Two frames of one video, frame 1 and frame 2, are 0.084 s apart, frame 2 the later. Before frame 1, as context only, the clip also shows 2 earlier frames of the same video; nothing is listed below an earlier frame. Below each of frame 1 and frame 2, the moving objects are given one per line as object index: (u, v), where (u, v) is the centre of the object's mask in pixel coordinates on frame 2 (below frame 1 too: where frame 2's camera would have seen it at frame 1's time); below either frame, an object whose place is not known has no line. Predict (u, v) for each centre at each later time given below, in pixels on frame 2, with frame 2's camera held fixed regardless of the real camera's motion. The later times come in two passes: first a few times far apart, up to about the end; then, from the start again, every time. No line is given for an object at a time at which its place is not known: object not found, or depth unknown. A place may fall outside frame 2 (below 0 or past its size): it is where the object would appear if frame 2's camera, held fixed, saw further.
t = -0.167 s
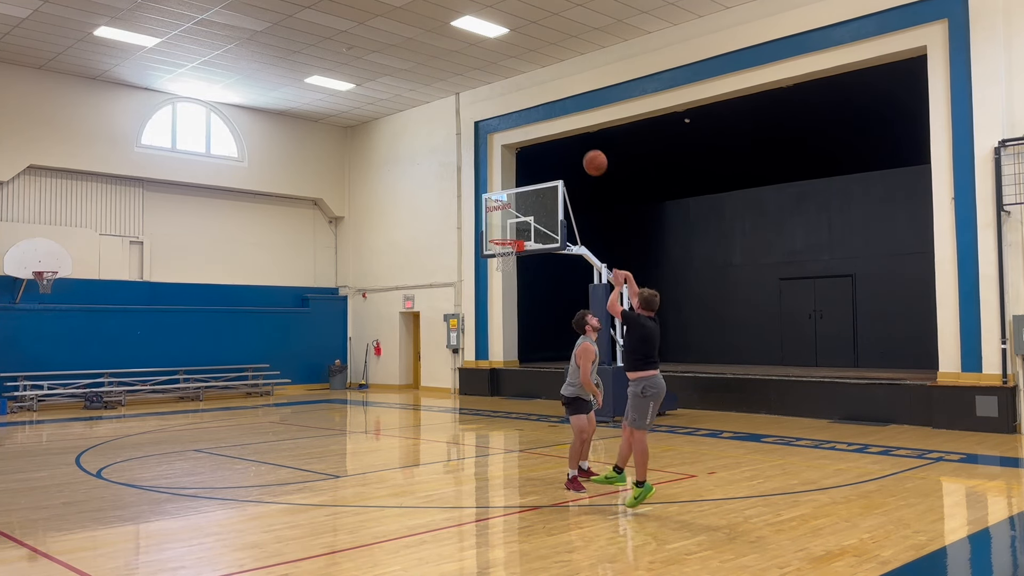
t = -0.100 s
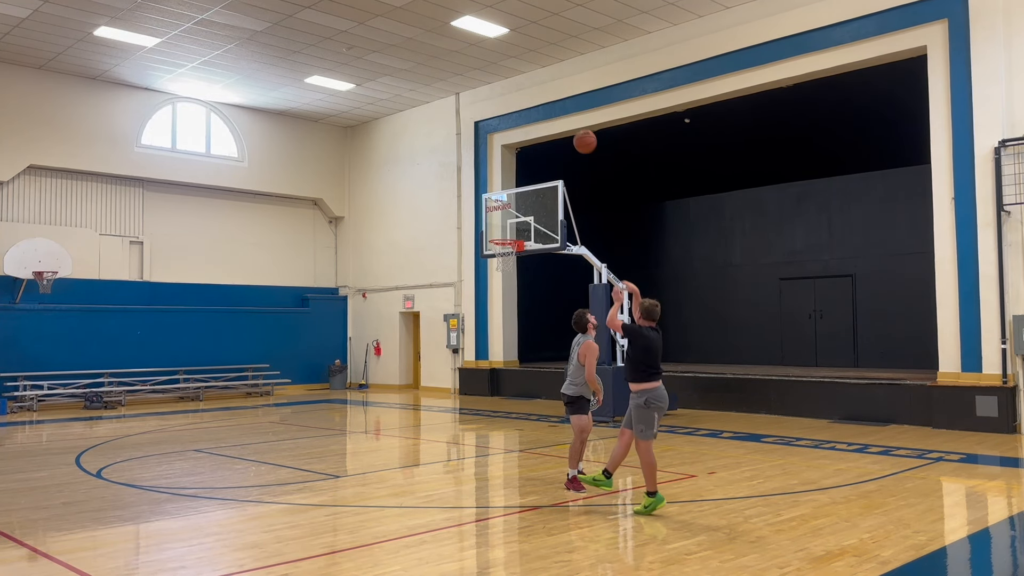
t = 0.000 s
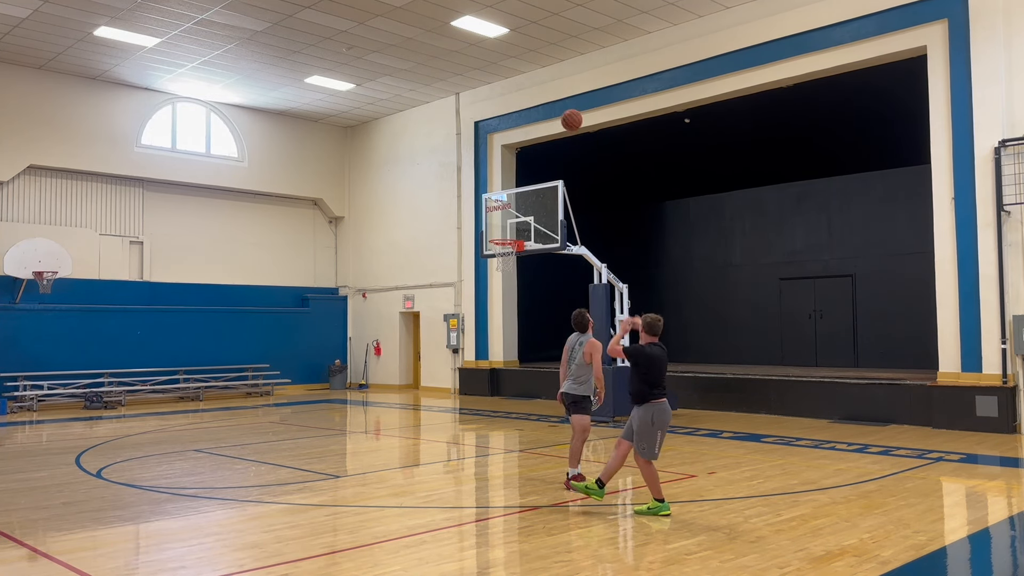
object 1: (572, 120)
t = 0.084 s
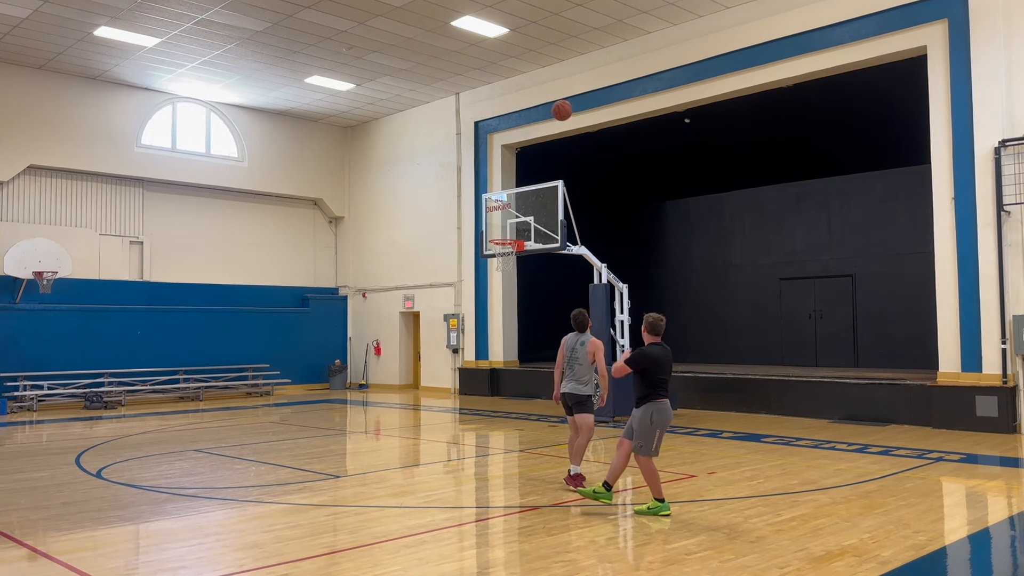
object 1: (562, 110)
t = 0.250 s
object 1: (545, 108)
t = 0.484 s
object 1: (525, 138)
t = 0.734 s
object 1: (509, 200)
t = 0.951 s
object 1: (506, 259)
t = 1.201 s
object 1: (512, 286)
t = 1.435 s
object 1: (519, 348)
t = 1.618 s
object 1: (523, 425)
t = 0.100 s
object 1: (560, 109)
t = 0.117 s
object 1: (558, 108)
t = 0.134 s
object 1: (557, 107)
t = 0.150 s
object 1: (555, 107)
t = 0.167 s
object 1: (553, 107)
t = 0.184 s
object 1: (551, 106)
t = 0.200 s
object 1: (550, 107)
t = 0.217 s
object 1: (548, 107)
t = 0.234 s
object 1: (546, 107)
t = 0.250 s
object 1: (545, 108)
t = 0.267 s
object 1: (543, 109)
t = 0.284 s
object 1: (542, 110)
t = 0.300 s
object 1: (540, 112)
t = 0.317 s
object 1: (539, 113)
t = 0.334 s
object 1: (537, 115)
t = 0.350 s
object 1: (536, 117)
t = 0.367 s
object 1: (535, 119)
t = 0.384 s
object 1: (533, 121)
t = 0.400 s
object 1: (532, 123)
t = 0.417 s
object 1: (530, 126)
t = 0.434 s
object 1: (529, 129)
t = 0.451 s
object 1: (528, 132)
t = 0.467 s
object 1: (526, 135)
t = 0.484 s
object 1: (525, 138)
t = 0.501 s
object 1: (524, 141)
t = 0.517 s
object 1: (523, 145)
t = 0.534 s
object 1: (522, 148)
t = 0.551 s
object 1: (521, 152)
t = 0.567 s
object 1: (520, 155)
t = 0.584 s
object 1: (519, 159)
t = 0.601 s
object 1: (518, 163)
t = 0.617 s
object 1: (517, 167)
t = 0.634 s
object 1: (515, 172)
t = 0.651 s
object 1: (514, 176)
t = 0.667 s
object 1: (513, 180)
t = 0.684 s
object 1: (512, 185)
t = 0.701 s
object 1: (511, 190)
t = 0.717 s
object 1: (510, 195)
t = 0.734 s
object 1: (509, 200)
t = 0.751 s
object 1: (508, 205)
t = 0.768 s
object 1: (507, 210)
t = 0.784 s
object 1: (506, 215)
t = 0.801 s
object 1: (505, 220)
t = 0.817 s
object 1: (504, 226)
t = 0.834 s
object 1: (503, 231)
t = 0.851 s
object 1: (502, 235)
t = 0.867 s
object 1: (501, 242)
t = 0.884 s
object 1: (501, 246)
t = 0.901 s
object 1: (503, 248)
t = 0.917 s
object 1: (504, 253)
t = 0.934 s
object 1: (505, 257)
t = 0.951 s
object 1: (506, 259)
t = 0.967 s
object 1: (506, 260)
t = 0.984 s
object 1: (507, 261)
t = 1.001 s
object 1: (507, 262)
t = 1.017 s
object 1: (508, 263)
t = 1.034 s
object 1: (508, 264)
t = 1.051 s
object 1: (509, 265)
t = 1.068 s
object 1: (509, 267)
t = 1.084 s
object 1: (509, 268)
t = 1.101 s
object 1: (510, 271)
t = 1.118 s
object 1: (510, 273)
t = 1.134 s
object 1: (511, 275)
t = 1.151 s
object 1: (511, 277)
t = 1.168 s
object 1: (512, 280)
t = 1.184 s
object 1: (512, 283)
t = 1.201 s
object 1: (512, 286)
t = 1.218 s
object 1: (513, 289)
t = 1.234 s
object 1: (513, 292)
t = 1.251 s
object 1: (514, 296)
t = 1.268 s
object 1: (514, 300)
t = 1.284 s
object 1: (515, 304)
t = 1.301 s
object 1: (515, 308)
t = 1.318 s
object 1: (516, 312)
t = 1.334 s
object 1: (516, 317)
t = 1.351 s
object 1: (516, 321)
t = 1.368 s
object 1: (517, 326)
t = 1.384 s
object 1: (517, 332)
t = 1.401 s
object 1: (518, 337)
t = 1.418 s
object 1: (518, 342)
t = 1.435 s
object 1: (519, 348)
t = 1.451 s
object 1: (519, 354)
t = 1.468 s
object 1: (520, 360)
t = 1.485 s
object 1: (520, 367)
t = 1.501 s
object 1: (520, 374)
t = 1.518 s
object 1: (521, 380)
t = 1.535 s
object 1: (521, 387)
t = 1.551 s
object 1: (522, 393)
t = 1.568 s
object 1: (522, 400)
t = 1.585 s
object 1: (523, 409)
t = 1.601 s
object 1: (523, 417)
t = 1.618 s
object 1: (523, 425)
